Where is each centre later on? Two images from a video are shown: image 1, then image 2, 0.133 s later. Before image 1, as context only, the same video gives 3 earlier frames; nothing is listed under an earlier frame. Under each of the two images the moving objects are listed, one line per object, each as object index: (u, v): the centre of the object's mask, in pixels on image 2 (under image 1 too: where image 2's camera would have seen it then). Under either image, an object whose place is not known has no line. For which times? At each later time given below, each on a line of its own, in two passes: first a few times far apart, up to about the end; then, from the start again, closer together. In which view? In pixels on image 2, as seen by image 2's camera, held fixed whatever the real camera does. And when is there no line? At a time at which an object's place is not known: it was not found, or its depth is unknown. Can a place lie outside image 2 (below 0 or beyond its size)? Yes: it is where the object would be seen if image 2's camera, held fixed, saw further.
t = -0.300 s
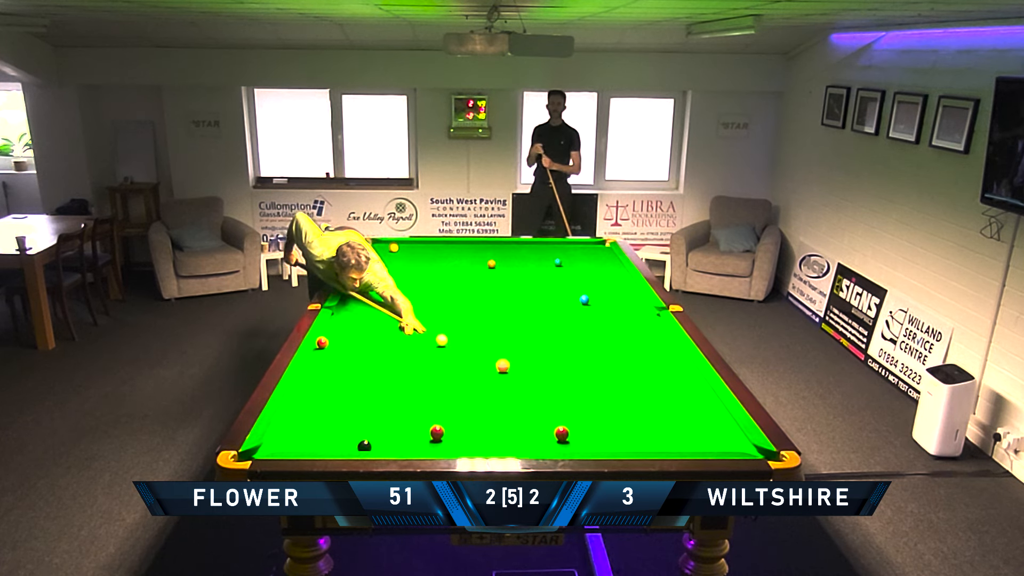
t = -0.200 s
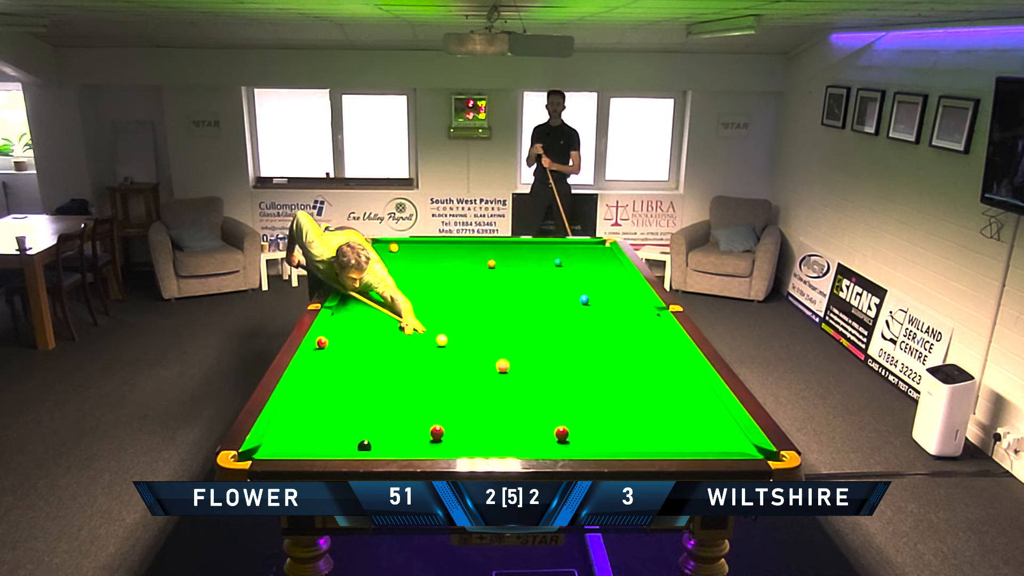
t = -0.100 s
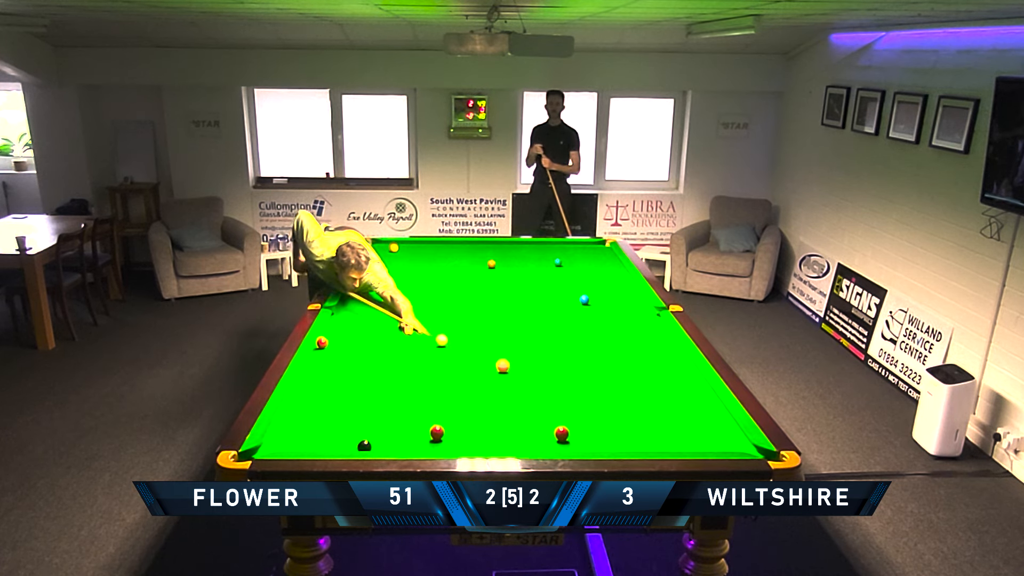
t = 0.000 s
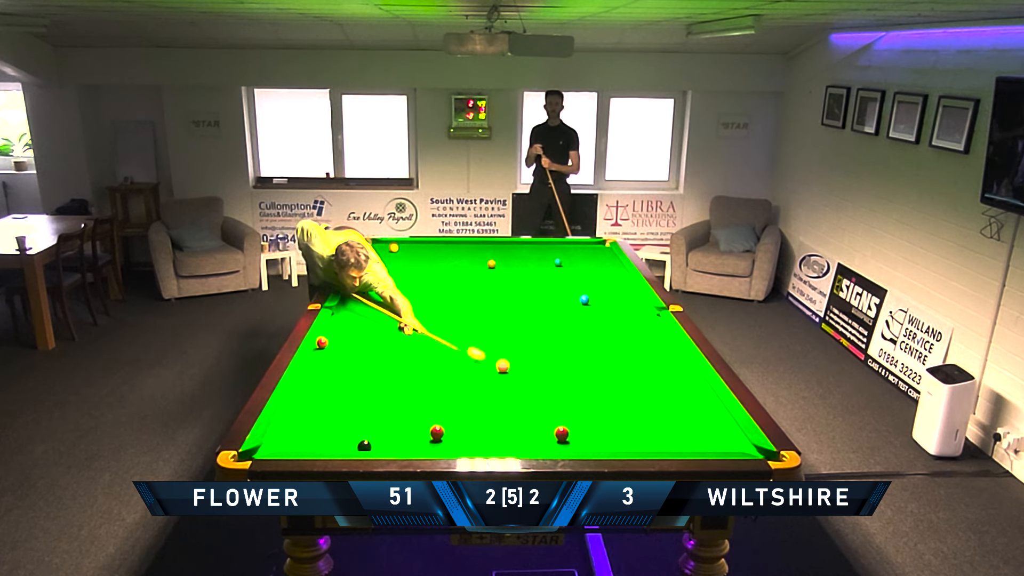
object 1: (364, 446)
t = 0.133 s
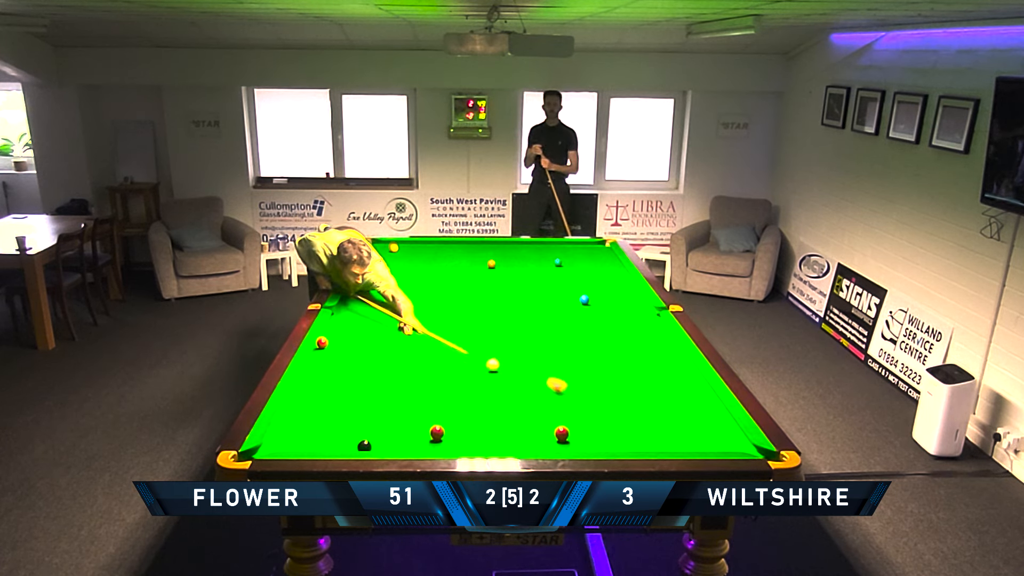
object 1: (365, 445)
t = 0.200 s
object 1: (364, 445)
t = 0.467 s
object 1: (364, 446)
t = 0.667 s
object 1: (364, 445)
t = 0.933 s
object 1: (364, 445)
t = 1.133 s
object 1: (364, 445)
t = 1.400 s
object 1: (364, 445)
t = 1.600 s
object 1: (364, 445)
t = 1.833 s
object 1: (354, 445)
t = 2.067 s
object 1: (333, 444)
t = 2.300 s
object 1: (314, 442)
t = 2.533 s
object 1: (296, 440)
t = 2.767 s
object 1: (279, 438)
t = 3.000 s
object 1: (278, 437)
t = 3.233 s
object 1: (288, 436)
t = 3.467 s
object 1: (296, 435)
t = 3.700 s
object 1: (303, 435)
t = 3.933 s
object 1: (309, 434)
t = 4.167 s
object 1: (313, 434)
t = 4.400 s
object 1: (317, 434)
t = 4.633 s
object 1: (319, 434)
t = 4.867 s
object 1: (320, 434)
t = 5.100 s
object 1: (320, 433)
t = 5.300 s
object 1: (320, 433)
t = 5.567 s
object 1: (320, 434)
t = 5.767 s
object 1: (320, 434)
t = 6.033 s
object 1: (320, 434)
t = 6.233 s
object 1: (320, 434)
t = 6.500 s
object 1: (320, 434)
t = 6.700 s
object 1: (320, 434)
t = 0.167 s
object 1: (365, 445)
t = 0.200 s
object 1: (364, 445)
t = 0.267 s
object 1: (365, 445)
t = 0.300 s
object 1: (365, 445)
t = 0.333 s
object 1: (364, 445)
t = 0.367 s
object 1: (364, 445)
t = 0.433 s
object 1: (365, 445)
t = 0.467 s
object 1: (364, 446)
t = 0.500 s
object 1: (365, 445)
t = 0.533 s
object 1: (365, 445)
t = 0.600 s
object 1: (364, 446)
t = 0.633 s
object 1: (365, 445)
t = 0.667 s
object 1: (364, 445)
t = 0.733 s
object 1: (364, 446)
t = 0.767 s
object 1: (364, 446)
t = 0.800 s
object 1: (364, 445)
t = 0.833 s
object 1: (364, 446)
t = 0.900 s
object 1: (364, 446)
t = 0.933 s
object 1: (364, 445)
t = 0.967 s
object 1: (364, 445)
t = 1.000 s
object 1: (364, 446)
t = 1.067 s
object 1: (364, 445)
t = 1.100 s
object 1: (364, 446)
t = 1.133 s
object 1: (364, 445)
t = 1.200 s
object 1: (364, 446)
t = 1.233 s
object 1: (365, 445)
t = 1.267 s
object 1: (364, 445)
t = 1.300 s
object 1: (364, 446)
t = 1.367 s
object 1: (364, 445)
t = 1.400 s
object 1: (364, 445)
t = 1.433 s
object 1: (364, 445)
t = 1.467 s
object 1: (364, 445)
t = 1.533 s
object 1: (365, 445)
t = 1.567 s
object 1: (365, 445)
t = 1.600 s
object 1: (364, 445)
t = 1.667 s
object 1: (364, 446)
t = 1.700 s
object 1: (364, 446)
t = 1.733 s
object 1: (364, 446)
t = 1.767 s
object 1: (361, 446)
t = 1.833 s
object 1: (354, 445)
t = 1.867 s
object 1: (351, 445)
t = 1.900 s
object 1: (348, 445)
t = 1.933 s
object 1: (345, 445)
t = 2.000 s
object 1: (339, 444)
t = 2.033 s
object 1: (336, 444)
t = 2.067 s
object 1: (333, 444)
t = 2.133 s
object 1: (328, 444)
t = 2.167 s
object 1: (325, 443)
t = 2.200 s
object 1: (322, 443)
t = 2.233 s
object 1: (319, 443)
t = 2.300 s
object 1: (314, 442)
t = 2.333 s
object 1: (311, 442)
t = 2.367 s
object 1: (309, 442)
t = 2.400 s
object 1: (306, 441)
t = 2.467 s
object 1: (301, 440)
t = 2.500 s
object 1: (298, 440)
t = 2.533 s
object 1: (296, 440)
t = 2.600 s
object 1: (291, 439)
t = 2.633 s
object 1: (289, 439)
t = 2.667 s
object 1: (286, 439)
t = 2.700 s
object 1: (284, 439)
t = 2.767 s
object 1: (279, 438)
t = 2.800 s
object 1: (277, 438)
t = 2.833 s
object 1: (275, 438)
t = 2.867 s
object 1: (273, 438)
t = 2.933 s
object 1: (275, 438)
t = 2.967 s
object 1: (277, 437)
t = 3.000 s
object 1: (278, 437)
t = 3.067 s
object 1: (281, 437)
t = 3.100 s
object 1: (282, 437)
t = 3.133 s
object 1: (284, 437)
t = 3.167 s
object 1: (285, 437)
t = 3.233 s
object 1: (288, 436)
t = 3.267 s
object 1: (289, 436)
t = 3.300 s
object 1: (290, 436)
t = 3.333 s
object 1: (291, 436)
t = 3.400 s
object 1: (294, 436)
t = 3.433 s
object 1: (295, 436)
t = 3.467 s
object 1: (296, 435)
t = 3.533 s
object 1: (298, 435)
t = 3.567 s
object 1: (299, 435)
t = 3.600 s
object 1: (300, 435)
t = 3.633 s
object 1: (301, 435)
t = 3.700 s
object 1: (303, 435)
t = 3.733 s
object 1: (304, 434)
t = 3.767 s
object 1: (305, 434)
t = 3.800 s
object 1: (305, 434)
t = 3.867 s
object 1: (307, 434)
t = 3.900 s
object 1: (308, 434)
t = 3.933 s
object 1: (309, 434)
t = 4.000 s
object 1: (310, 434)
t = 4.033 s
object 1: (311, 434)
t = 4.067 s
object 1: (311, 434)
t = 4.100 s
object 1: (312, 434)
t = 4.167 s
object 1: (313, 434)
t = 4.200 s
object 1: (314, 434)
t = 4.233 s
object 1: (314, 434)
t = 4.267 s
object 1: (315, 434)
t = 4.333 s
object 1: (316, 434)
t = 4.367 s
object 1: (316, 434)
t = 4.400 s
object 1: (317, 434)
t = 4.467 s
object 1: (317, 434)
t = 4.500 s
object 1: (318, 434)
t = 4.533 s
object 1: (318, 434)
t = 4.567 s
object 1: (318, 433)
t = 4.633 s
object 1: (319, 434)
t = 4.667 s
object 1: (319, 434)
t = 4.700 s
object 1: (319, 434)
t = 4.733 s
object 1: (319, 434)
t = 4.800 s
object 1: (320, 434)
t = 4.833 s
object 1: (320, 434)
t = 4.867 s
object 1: (320, 434)
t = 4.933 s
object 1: (320, 433)
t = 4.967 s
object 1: (320, 433)
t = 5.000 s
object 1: (320, 433)
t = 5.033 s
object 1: (320, 433)
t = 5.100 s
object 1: (320, 433)
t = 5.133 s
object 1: (320, 433)
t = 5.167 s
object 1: (320, 433)
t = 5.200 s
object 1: (320, 433)
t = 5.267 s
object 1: (320, 433)
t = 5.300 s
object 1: (320, 433)
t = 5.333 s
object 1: (320, 433)
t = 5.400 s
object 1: (320, 433)
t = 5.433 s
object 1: (320, 433)
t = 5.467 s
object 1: (320, 433)
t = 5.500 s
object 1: (320, 433)
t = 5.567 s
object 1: (320, 434)
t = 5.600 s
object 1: (320, 433)
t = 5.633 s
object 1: (320, 434)
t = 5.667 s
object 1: (320, 434)
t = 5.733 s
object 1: (320, 433)
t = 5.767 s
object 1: (320, 434)
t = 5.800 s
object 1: (320, 434)
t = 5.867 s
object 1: (320, 434)
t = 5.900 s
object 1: (320, 434)
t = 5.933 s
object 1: (320, 433)
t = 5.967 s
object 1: (320, 434)
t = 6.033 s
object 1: (320, 434)
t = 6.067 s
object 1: (320, 434)
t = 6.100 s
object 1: (320, 434)
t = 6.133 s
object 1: (320, 434)
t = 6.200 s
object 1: (320, 434)
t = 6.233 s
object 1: (320, 434)
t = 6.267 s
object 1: (320, 434)
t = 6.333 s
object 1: (320, 433)
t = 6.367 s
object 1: (320, 434)
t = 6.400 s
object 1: (320, 434)
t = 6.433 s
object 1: (320, 434)
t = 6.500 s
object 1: (320, 434)
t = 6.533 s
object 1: (320, 434)
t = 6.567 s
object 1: (320, 433)
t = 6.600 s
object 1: (320, 434)
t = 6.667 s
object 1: (320, 433)
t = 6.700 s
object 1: (320, 434)
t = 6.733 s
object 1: (320, 433)
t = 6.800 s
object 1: (320, 433)
